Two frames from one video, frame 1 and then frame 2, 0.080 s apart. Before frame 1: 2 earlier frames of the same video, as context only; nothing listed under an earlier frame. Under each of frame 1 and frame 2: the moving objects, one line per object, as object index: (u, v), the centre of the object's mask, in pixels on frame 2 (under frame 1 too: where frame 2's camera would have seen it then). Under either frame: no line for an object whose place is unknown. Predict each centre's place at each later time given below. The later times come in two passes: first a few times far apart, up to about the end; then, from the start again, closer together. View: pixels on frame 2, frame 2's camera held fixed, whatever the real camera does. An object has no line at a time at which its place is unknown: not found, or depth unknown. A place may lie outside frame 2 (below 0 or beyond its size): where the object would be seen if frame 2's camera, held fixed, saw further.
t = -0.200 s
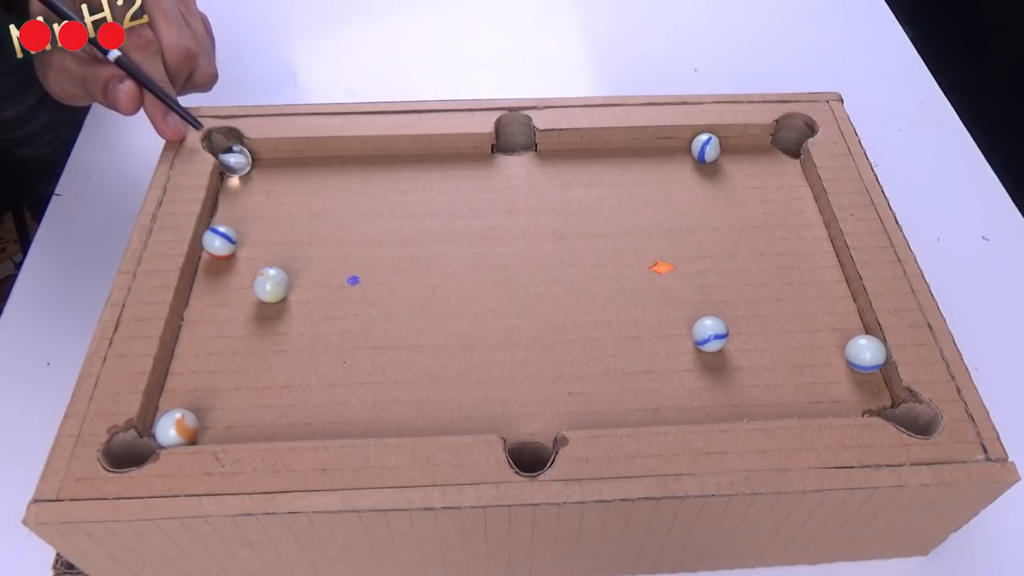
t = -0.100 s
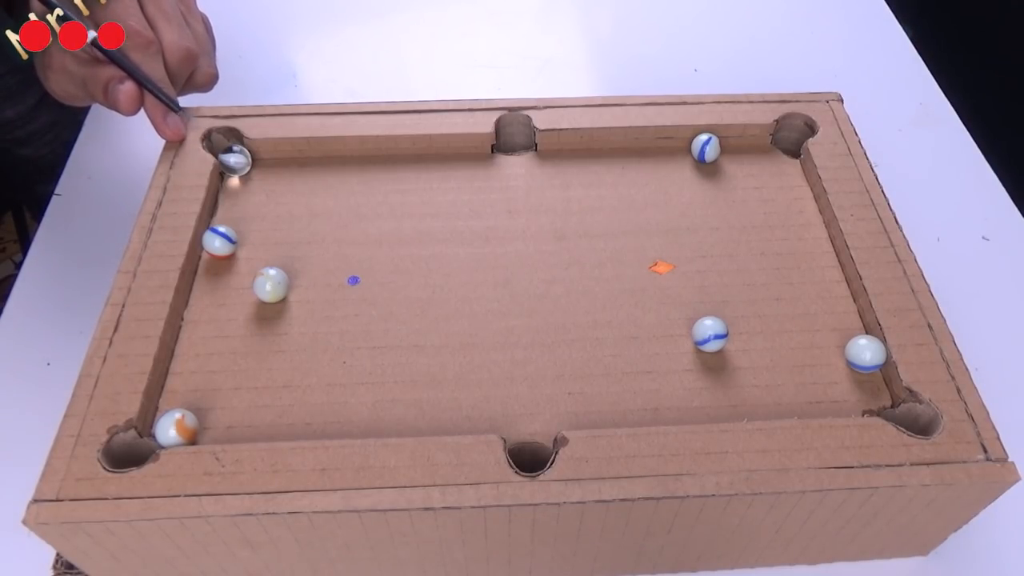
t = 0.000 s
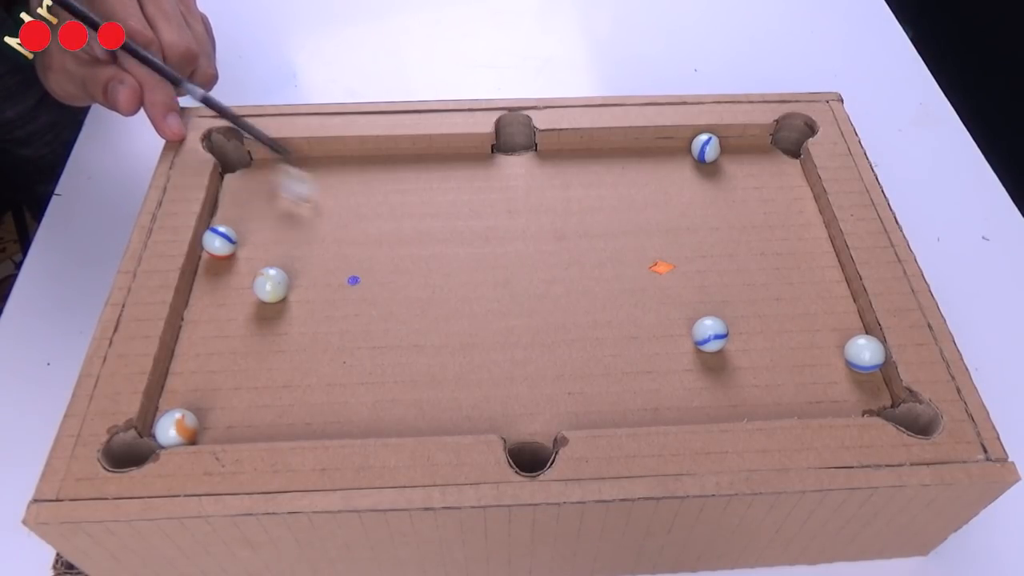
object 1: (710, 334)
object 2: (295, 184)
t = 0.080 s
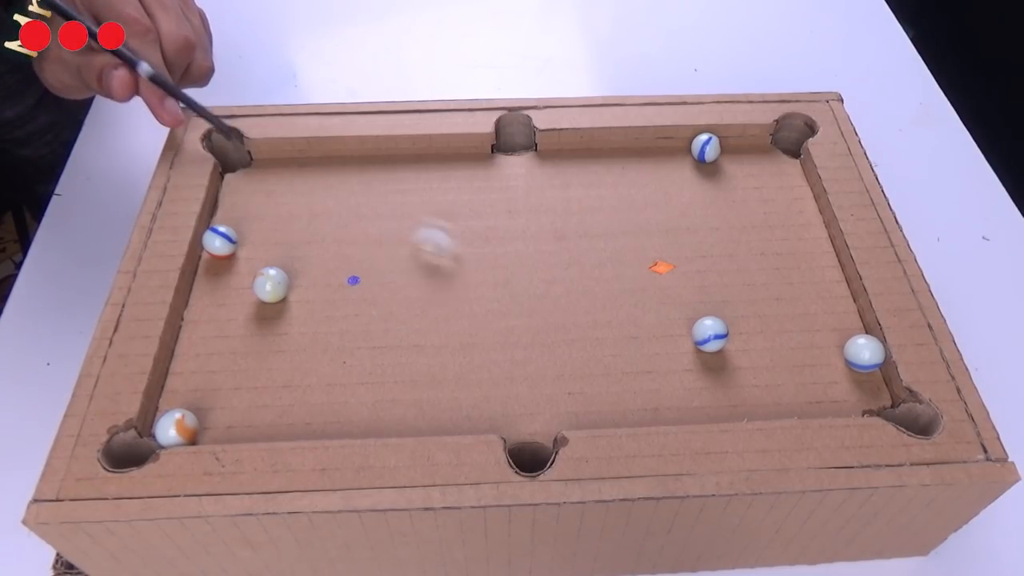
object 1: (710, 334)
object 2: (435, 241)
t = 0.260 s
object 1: (798, 378)
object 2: (696, 313)
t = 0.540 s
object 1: (790, 374)
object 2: (815, 315)
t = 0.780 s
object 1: (713, 356)
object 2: (822, 301)
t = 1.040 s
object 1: (643, 338)
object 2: (827, 291)
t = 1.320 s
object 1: (577, 319)
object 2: (832, 297)
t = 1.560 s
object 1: (529, 305)
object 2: (833, 300)
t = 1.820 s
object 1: (485, 288)
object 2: (830, 293)
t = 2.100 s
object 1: (447, 265)
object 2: (828, 296)
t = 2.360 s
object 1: (410, 248)
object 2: (830, 296)
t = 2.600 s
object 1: (374, 230)
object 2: (829, 296)
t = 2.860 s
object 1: (336, 217)
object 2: (828, 296)
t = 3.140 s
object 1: (295, 200)
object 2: (828, 296)
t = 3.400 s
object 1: (254, 189)
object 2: (828, 295)
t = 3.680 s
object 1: (237, 179)
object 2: (828, 295)
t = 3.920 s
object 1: (238, 175)
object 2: (828, 296)
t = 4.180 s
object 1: (237, 178)
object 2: (828, 295)
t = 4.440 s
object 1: (237, 177)
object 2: (828, 296)
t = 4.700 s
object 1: (237, 177)
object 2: (828, 295)
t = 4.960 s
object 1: (237, 177)
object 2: (828, 295)
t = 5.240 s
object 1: (237, 177)
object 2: (828, 295)
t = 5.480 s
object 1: (237, 177)
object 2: (828, 295)
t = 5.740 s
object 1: (237, 177)
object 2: (828, 295)
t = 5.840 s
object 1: (237, 177)
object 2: (828, 295)
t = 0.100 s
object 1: (710, 334)
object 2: (470, 252)
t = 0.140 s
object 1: (710, 334)
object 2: (540, 274)
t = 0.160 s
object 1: (710, 334)
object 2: (577, 286)
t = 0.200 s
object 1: (710, 334)
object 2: (655, 312)
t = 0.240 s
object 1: (762, 360)
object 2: (686, 314)
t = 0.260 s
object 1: (798, 378)
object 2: (696, 313)
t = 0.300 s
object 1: (860, 399)
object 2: (724, 315)
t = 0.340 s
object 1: (873, 383)
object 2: (753, 318)
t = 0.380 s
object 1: (850, 383)
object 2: (783, 321)
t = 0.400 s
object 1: (843, 382)
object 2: (798, 324)
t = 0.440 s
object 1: (827, 380)
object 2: (818, 324)
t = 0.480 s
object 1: (813, 377)
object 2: (815, 320)
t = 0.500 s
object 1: (805, 376)
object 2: (815, 318)
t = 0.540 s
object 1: (790, 374)
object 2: (815, 315)
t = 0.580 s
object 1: (776, 370)
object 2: (815, 312)
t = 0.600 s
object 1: (770, 369)
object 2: (816, 310)
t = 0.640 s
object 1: (758, 366)
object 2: (817, 308)
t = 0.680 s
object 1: (744, 362)
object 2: (818, 306)
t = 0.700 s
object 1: (738, 361)
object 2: (819, 305)
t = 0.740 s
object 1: (725, 358)
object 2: (820, 303)
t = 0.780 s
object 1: (713, 356)
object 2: (822, 301)
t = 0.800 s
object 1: (707, 355)
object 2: (823, 301)
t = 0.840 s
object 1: (695, 353)
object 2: (824, 299)
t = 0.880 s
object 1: (684, 351)
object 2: (825, 297)
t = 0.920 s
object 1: (674, 347)
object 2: (825, 295)
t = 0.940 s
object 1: (668, 346)
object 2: (826, 294)
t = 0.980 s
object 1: (657, 343)
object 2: (826, 292)
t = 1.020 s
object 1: (648, 340)
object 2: (827, 291)
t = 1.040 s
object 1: (643, 338)
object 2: (827, 291)
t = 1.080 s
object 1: (633, 334)
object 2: (828, 290)
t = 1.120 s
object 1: (622, 330)
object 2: (828, 291)
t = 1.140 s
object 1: (617, 329)
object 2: (828, 291)
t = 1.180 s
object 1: (607, 326)
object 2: (830, 292)
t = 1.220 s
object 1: (598, 324)
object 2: (831, 293)
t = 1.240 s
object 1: (595, 322)
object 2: (831, 294)
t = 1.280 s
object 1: (586, 320)
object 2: (832, 295)
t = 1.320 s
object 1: (577, 319)
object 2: (832, 297)
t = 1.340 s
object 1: (572, 318)
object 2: (832, 297)
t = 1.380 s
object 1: (565, 316)
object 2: (833, 299)
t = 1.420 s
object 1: (557, 314)
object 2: (834, 299)
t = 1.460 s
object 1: (548, 312)
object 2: (834, 300)
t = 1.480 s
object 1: (544, 311)
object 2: (834, 300)
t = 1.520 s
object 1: (536, 308)
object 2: (834, 300)
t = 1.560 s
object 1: (529, 305)
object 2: (833, 300)
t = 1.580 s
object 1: (526, 303)
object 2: (833, 299)
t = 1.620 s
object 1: (519, 300)
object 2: (832, 298)
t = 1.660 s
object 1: (511, 299)
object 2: (831, 296)
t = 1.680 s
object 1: (508, 298)
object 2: (831, 296)
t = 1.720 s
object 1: (501, 295)
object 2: (830, 294)
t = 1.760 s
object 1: (495, 292)
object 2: (830, 293)
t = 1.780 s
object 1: (492, 291)
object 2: (830, 293)
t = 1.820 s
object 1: (485, 288)
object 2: (830, 293)
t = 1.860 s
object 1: (479, 285)
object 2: (830, 293)
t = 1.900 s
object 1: (473, 282)
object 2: (830, 294)
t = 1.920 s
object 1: (471, 280)
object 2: (830, 294)
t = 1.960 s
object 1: (466, 276)
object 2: (829, 296)
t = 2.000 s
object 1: (460, 273)
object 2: (829, 296)
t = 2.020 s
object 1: (458, 271)
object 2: (829, 296)
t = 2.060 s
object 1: (452, 268)
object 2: (829, 297)
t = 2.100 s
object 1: (447, 265)
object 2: (828, 296)
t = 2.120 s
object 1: (444, 263)
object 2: (828, 295)
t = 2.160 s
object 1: (438, 260)
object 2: (829, 295)
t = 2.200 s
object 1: (432, 257)
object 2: (830, 295)
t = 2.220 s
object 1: (429, 256)
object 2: (830, 296)
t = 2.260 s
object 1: (424, 254)
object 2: (831, 296)
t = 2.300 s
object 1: (418, 252)
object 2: (831, 296)
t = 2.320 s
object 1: (415, 250)
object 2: (831, 296)
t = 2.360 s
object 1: (410, 248)
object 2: (830, 296)
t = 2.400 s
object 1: (405, 245)
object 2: (830, 296)
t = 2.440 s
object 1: (398, 243)
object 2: (829, 296)
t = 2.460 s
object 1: (395, 241)
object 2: (829, 296)
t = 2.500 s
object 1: (388, 238)
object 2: (829, 296)
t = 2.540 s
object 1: (383, 234)
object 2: (829, 296)
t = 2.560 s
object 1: (381, 232)
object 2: (829, 296)
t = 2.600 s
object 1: (374, 230)
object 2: (829, 296)
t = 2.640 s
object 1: (369, 227)
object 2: (829, 296)
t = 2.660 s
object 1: (366, 226)
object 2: (829, 296)
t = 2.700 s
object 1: (360, 225)
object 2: (828, 296)
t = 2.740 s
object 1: (354, 222)
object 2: (828, 296)
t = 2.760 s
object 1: (351, 221)
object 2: (828, 296)
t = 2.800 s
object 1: (345, 219)
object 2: (828, 296)
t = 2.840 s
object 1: (339, 218)
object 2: (828, 296)
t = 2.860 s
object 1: (336, 217)
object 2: (828, 296)
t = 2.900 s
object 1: (330, 215)
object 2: (828, 296)
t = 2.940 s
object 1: (324, 212)
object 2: (828, 296)
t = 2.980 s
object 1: (319, 210)
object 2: (828, 296)
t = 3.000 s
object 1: (316, 208)
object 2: (828, 296)
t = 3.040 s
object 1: (310, 205)
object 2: (828, 296)
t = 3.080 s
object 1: (304, 203)
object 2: (828, 296)
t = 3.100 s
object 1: (301, 202)
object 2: (828, 296)
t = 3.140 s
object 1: (295, 200)
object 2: (828, 296)
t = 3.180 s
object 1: (289, 198)
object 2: (828, 296)
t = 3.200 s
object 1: (286, 197)
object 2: (828, 296)
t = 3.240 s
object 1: (280, 196)
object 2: (828, 296)
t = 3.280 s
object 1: (274, 194)
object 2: (828, 296)
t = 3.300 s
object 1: (271, 193)
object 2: (828, 296)
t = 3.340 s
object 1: (265, 192)
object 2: (828, 296)
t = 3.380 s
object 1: (258, 190)
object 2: (828, 296)
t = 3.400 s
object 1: (254, 189)
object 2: (828, 295)
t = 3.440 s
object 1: (248, 188)
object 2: (828, 296)
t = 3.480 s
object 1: (241, 185)
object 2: (828, 296)
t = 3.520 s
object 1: (235, 184)
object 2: (828, 295)
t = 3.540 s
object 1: (232, 183)
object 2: (828, 296)
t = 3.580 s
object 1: (229, 181)
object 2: (828, 296)
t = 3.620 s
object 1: (233, 180)
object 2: (828, 295)
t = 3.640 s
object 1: (234, 180)
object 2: (828, 296)
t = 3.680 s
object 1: (237, 179)
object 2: (828, 295)
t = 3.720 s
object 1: (238, 179)
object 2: (828, 296)
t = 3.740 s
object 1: (239, 178)
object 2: (828, 296)
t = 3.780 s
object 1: (240, 177)
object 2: (828, 296)
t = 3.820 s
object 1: (240, 177)
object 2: (828, 296)
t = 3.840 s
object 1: (240, 176)
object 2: (828, 296)
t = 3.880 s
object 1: (239, 176)
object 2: (828, 295)
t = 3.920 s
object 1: (238, 175)
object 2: (828, 296)
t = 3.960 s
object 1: (238, 175)
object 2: (828, 296)
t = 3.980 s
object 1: (238, 175)
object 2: (828, 295)
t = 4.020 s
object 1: (237, 175)
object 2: (828, 296)
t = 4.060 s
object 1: (237, 176)
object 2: (828, 296)
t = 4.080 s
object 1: (237, 176)
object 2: (828, 295)
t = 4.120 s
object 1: (237, 177)
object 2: (828, 295)
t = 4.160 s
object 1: (237, 178)
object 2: (828, 296)
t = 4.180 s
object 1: (237, 178)
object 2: (828, 295)
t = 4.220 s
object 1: (237, 177)
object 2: (828, 295)
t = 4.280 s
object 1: (237, 177)
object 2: (828, 295)
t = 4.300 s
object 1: (237, 177)
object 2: (828, 296)
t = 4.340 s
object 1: (237, 177)
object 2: (828, 295)
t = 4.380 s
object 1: (237, 177)
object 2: (828, 295)
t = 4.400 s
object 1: (237, 177)
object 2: (828, 296)
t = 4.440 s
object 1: (237, 177)
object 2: (828, 296)
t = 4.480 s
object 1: (237, 177)
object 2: (828, 295)
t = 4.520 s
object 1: (237, 177)
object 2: (828, 295)
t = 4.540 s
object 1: (237, 177)
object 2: (828, 295)
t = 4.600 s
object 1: (237, 177)
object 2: (828, 296)
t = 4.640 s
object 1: (237, 177)
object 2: (828, 295)
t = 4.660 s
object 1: (237, 177)
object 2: (828, 295)
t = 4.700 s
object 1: (237, 177)
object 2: (828, 295)
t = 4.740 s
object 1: (237, 177)
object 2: (828, 296)
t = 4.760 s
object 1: (237, 177)
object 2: (828, 296)
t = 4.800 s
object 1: (237, 177)
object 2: (828, 296)
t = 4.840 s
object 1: (237, 177)
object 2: (828, 295)
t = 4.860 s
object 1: (237, 177)
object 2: (828, 295)
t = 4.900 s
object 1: (237, 177)
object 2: (828, 295)
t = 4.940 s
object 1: (237, 177)
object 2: (828, 295)
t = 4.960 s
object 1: (237, 177)
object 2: (828, 295)
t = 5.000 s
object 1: (237, 177)
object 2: (828, 296)
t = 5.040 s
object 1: (237, 177)
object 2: (828, 295)
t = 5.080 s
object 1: (237, 177)
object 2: (828, 296)
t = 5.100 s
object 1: (237, 177)
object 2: (828, 295)
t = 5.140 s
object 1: (237, 177)
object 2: (828, 295)
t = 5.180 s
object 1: (237, 177)
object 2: (828, 296)
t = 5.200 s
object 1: (237, 177)
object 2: (828, 295)
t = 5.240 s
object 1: (237, 177)
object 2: (828, 295)
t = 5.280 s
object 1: (237, 177)
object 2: (828, 295)
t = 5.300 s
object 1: (237, 177)
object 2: (828, 295)
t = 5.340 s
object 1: (237, 177)
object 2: (828, 295)
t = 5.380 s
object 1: (237, 177)
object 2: (828, 295)
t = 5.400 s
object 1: (237, 177)
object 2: (828, 295)
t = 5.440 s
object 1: (237, 177)
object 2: (828, 296)
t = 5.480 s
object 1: (237, 177)
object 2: (828, 295)
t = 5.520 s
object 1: (237, 177)
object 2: (828, 295)
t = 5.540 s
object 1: (237, 177)
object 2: (828, 295)
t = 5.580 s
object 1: (237, 177)
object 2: (828, 295)
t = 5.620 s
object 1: (237, 177)
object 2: (828, 296)
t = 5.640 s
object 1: (237, 177)
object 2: (828, 295)
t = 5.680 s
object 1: (237, 177)
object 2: (828, 295)
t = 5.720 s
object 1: (237, 177)
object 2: (828, 295)
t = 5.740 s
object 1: (237, 177)
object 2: (828, 295)
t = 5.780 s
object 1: (237, 177)
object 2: (828, 295)
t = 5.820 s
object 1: (237, 177)
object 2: (828, 295)
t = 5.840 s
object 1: (237, 177)
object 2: (828, 295)
